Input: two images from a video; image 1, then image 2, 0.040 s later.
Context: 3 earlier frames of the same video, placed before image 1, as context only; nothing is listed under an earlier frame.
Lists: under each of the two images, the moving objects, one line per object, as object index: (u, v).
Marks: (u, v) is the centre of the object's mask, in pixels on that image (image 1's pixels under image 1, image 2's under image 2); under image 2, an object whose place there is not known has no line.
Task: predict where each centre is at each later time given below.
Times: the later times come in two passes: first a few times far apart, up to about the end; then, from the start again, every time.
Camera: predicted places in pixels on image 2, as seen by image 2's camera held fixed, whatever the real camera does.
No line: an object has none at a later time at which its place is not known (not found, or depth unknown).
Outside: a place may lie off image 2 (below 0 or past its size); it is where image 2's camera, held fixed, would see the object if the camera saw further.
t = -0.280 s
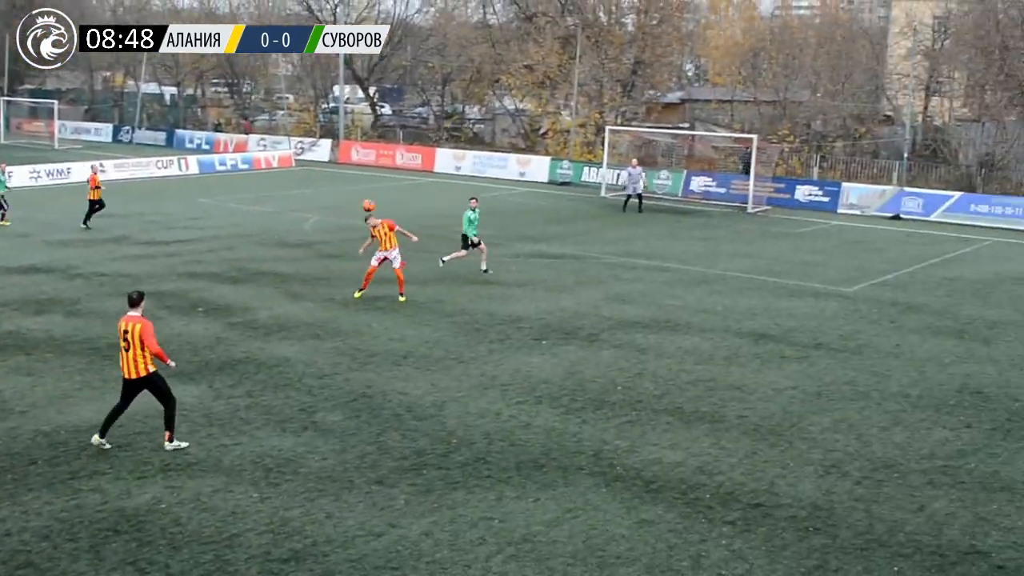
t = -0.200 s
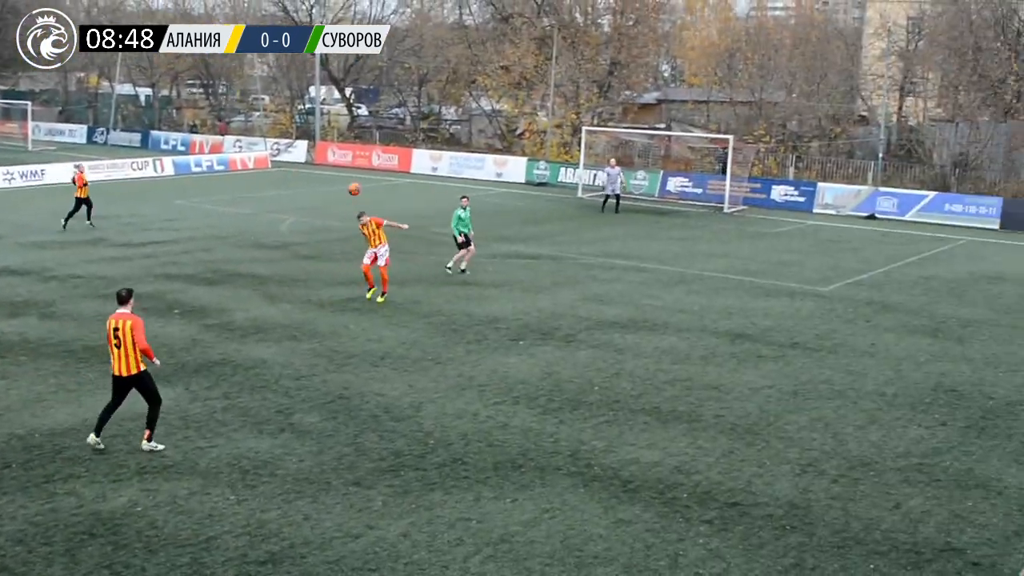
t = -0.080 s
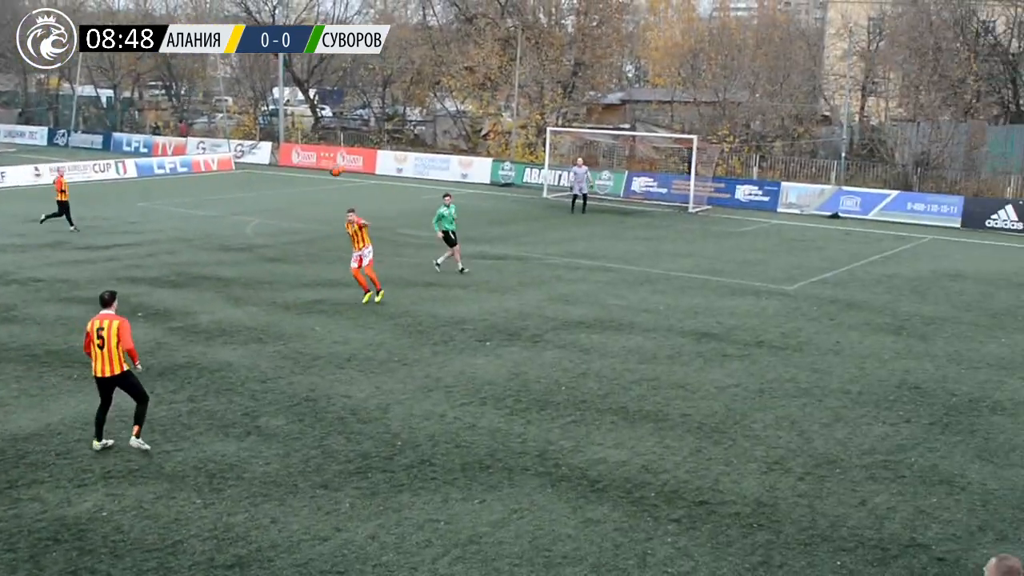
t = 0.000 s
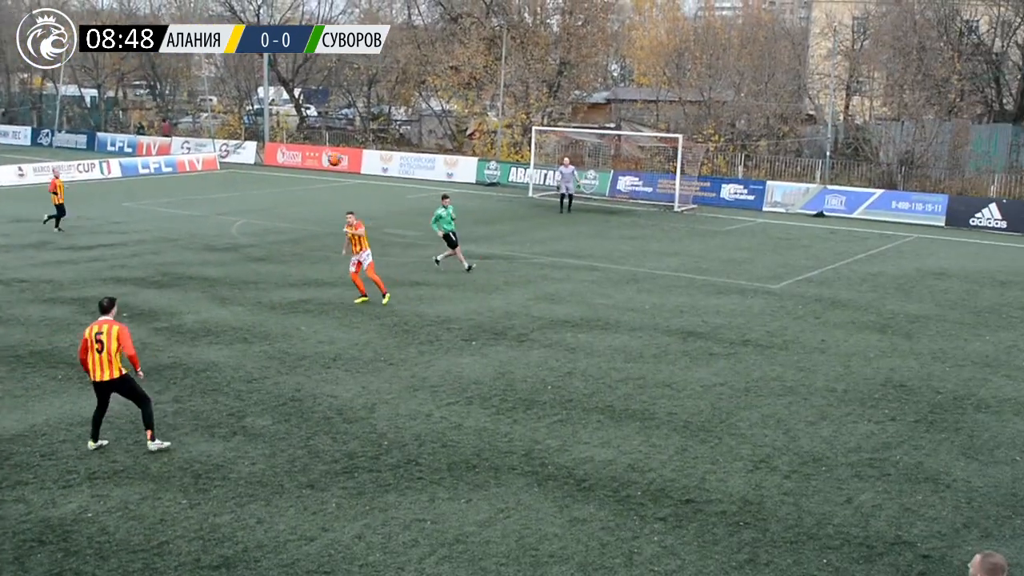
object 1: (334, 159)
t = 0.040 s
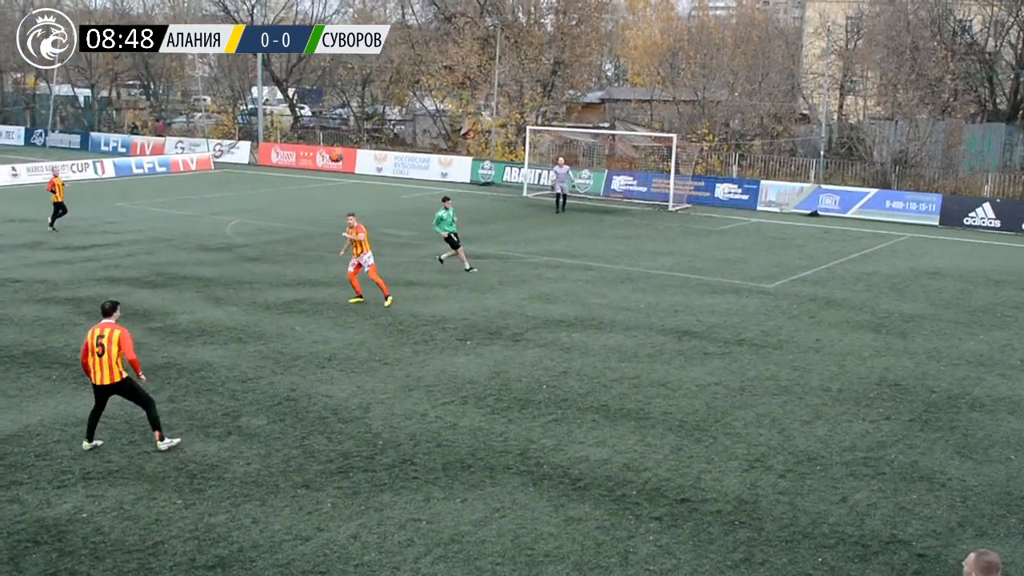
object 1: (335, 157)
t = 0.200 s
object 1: (369, 148)
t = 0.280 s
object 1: (391, 153)
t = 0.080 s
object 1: (342, 150)
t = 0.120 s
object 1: (350, 147)
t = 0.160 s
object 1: (360, 147)
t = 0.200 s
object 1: (369, 148)
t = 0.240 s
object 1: (379, 150)
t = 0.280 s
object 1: (391, 153)
